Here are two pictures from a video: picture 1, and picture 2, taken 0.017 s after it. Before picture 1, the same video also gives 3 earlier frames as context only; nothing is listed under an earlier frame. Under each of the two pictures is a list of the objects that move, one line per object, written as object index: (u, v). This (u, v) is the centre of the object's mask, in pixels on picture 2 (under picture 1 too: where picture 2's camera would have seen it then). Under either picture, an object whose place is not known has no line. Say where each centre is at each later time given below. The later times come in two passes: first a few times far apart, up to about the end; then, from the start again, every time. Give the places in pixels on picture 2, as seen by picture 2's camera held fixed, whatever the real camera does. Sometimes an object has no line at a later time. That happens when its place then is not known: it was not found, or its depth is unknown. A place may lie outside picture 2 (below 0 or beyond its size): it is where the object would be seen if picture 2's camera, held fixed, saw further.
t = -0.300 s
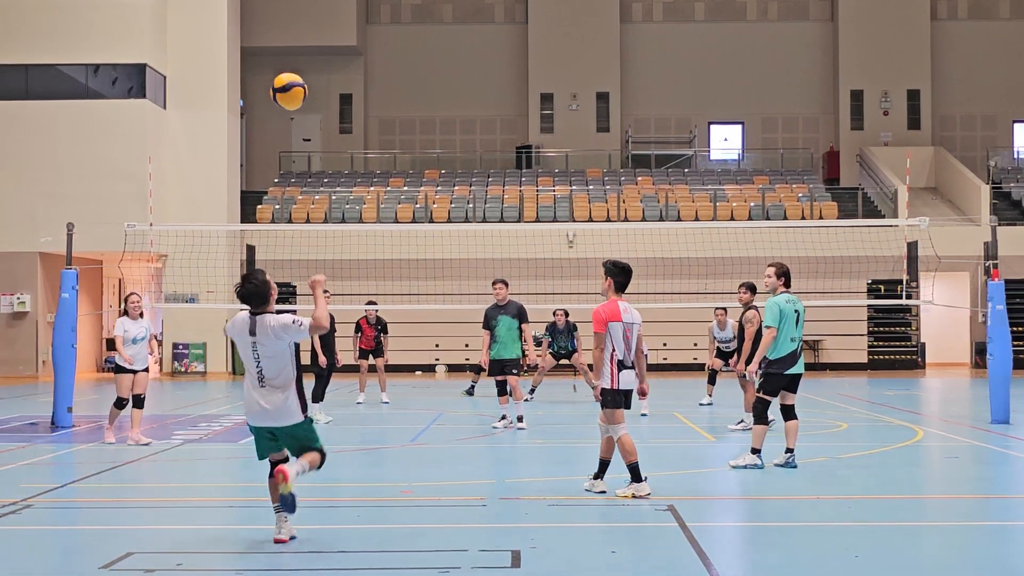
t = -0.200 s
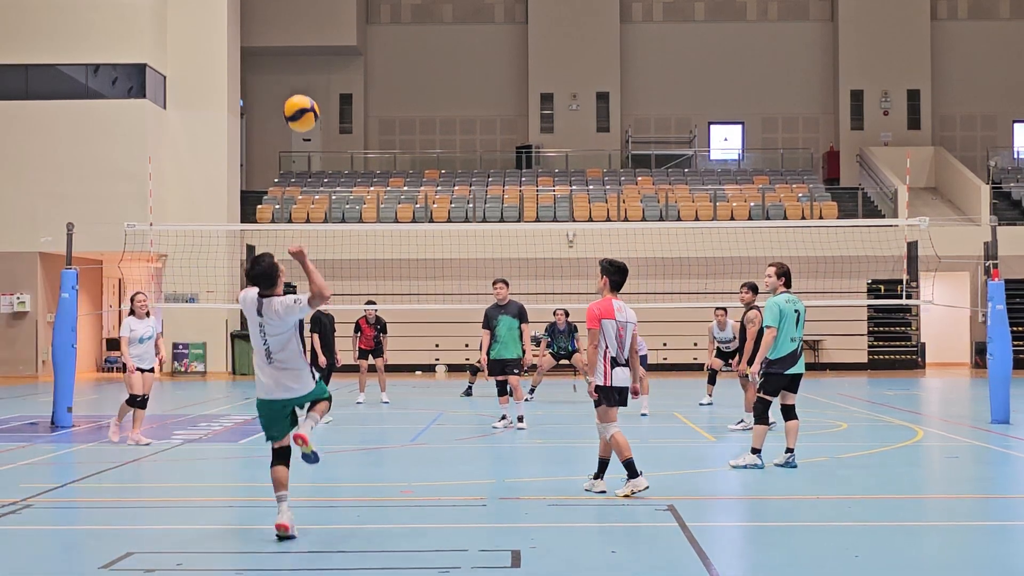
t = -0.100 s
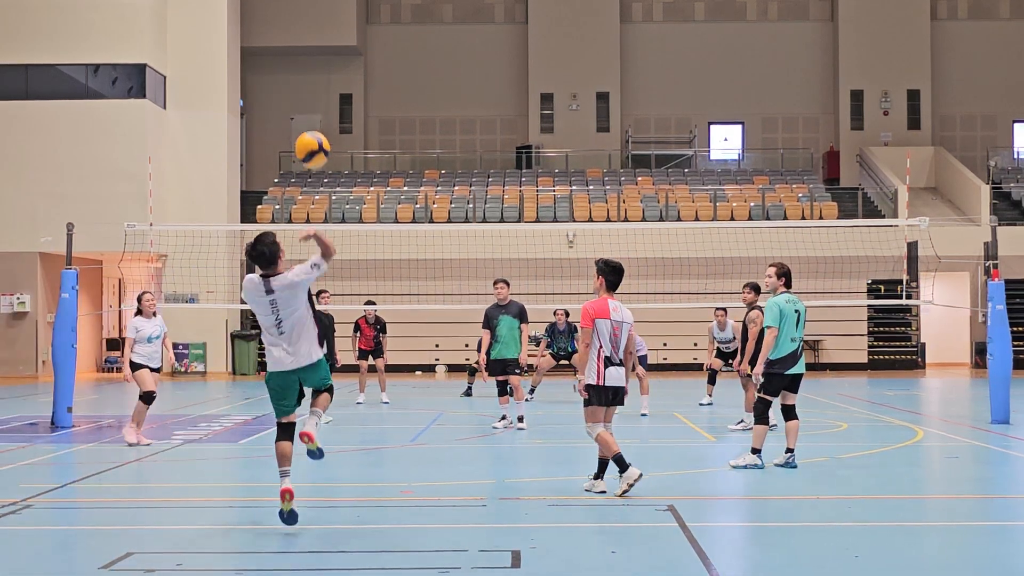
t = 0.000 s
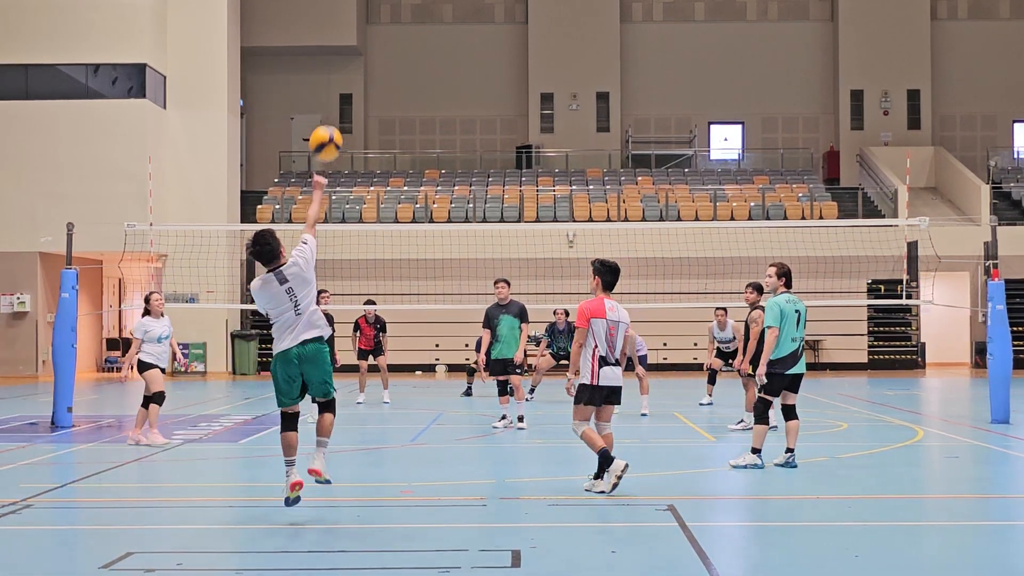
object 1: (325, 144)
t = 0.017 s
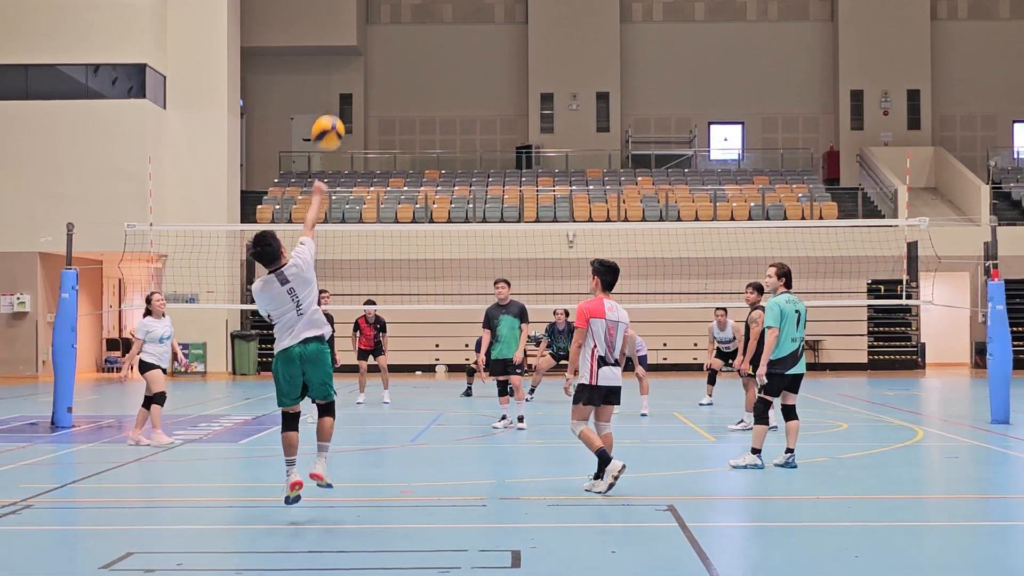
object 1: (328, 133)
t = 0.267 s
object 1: (358, 57)
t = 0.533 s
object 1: (375, 74)
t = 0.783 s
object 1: (394, 137)
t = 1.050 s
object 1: (405, 235)
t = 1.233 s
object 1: (409, 313)
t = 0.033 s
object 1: (330, 123)
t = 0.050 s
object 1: (333, 114)
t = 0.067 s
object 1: (335, 105)
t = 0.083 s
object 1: (338, 97)
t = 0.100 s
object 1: (341, 90)
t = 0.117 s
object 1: (343, 84)
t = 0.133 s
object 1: (345, 79)
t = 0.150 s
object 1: (347, 75)
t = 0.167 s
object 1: (349, 71)
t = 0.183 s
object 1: (351, 67)
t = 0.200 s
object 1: (352, 64)
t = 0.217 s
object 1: (354, 62)
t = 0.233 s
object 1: (355, 60)
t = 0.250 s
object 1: (357, 59)
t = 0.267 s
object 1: (358, 57)
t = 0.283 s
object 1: (359, 57)
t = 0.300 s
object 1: (360, 56)
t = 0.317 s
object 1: (361, 56)
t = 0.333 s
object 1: (362, 56)
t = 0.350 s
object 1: (363, 56)
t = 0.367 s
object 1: (365, 57)
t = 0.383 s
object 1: (366, 58)
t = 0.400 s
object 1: (367, 59)
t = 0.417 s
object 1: (368, 60)
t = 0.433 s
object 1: (368, 62)
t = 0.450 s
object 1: (369, 63)
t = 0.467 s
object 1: (370, 65)
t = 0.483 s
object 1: (372, 67)
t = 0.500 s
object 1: (373, 69)
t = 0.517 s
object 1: (374, 72)
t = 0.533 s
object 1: (375, 74)
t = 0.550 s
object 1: (376, 77)
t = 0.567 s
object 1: (378, 80)
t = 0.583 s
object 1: (379, 83)
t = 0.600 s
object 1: (380, 87)
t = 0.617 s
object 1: (382, 91)
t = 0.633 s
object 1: (383, 94)
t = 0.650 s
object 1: (384, 98)
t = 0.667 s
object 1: (386, 103)
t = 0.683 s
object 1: (387, 107)
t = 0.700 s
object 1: (388, 112)
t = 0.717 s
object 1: (389, 116)
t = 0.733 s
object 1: (390, 121)
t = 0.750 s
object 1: (392, 126)
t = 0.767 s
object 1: (393, 131)
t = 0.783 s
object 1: (394, 137)
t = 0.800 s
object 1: (395, 142)
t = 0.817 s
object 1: (396, 147)
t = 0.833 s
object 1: (397, 153)
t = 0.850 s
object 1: (398, 159)
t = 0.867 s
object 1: (398, 165)
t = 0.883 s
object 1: (399, 171)
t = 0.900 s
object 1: (400, 177)
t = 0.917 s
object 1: (400, 182)
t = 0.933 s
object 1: (401, 188)
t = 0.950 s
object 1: (402, 195)
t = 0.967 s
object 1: (402, 201)
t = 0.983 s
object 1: (403, 207)
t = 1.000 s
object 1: (404, 213)
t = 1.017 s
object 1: (405, 218)
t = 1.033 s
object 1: (405, 227)
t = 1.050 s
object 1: (405, 235)
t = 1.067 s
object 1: (406, 240)
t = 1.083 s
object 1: (406, 247)
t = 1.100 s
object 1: (407, 254)
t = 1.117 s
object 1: (407, 261)
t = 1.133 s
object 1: (408, 268)
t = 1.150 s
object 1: (408, 275)
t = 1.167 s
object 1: (408, 283)
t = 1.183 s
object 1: (408, 290)
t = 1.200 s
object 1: (409, 297)
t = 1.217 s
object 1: (409, 301)
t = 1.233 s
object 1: (409, 313)
